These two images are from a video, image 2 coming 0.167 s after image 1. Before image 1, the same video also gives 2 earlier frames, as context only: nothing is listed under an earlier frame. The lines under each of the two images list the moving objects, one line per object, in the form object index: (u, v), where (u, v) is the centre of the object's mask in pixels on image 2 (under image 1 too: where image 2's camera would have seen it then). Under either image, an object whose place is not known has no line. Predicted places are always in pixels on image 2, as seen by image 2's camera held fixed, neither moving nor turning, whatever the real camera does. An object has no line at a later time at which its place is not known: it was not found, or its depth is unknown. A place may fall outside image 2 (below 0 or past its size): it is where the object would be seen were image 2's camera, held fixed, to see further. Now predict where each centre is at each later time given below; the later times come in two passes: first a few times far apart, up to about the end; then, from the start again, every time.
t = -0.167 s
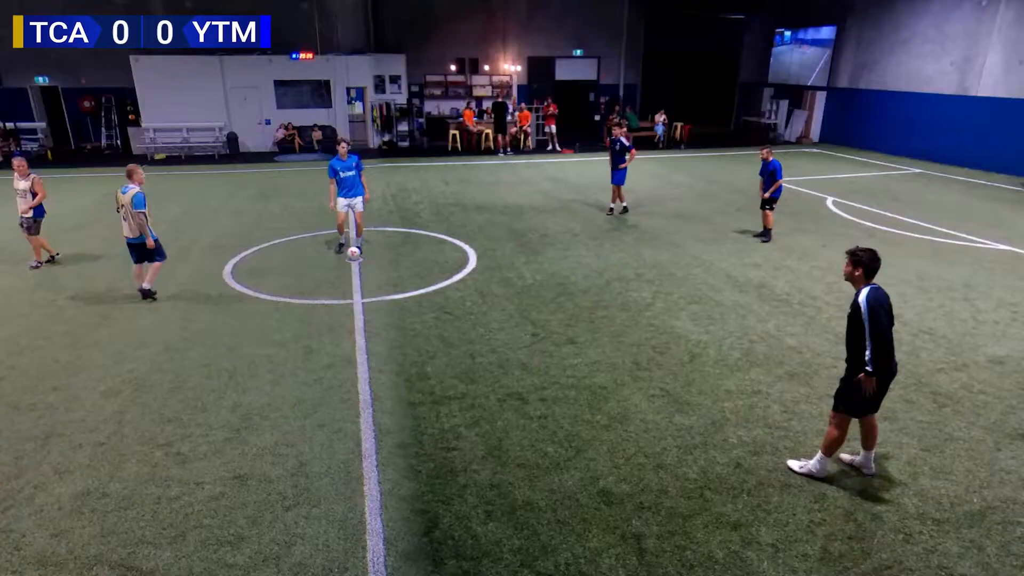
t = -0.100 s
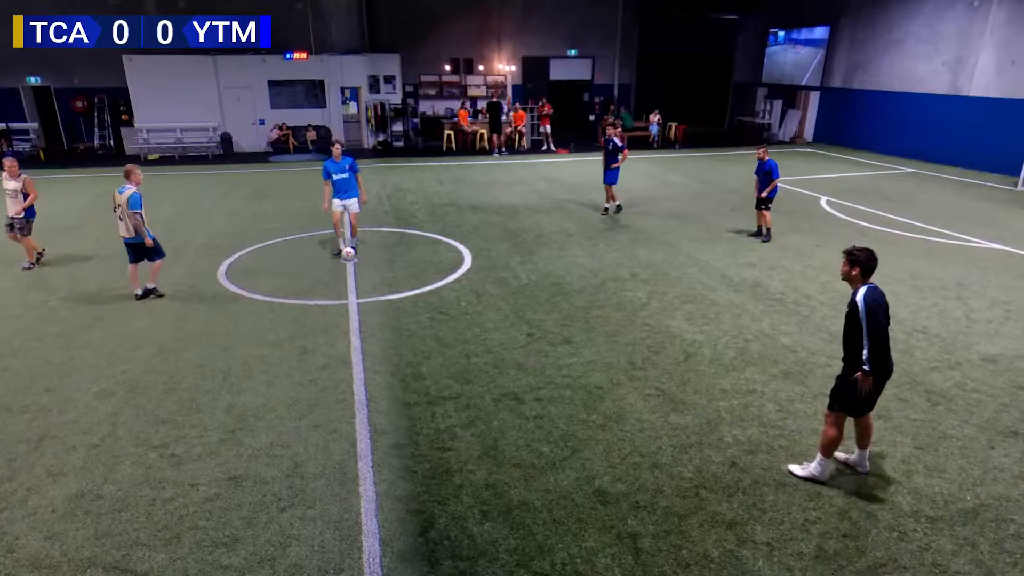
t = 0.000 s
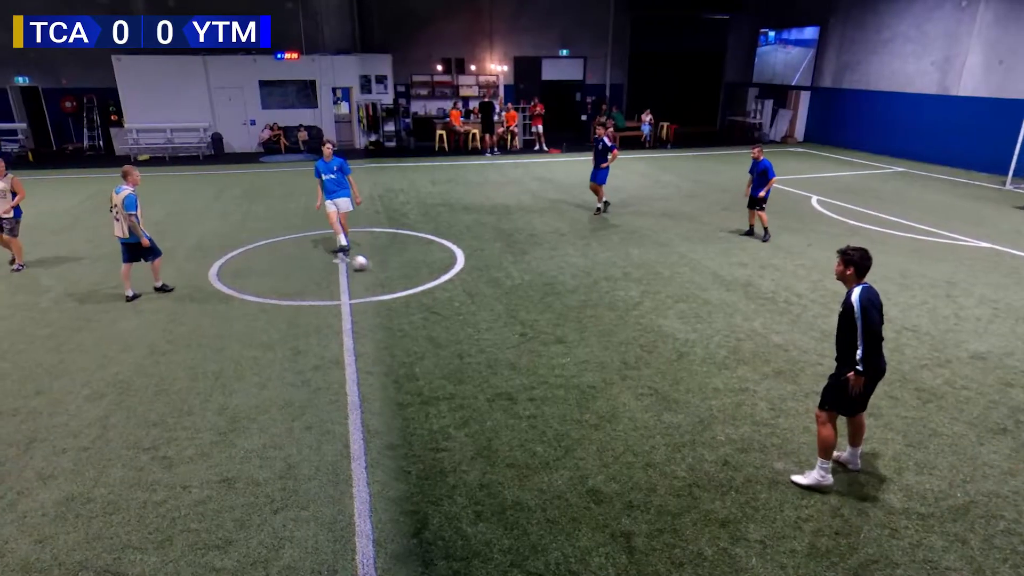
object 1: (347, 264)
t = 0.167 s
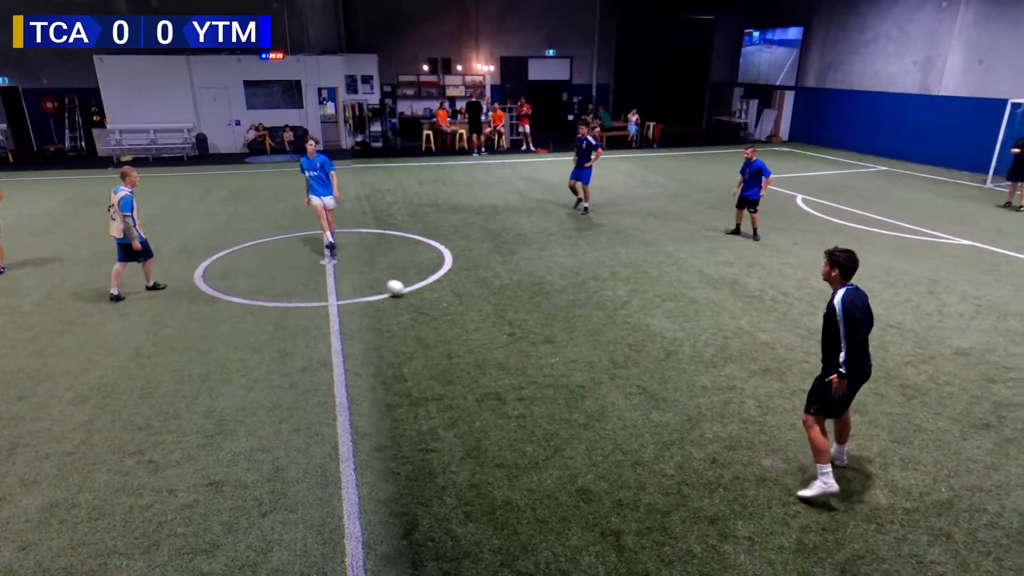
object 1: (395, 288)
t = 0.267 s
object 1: (422, 302)
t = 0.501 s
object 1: (482, 331)
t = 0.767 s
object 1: (563, 369)
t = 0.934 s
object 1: (625, 398)
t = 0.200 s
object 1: (403, 292)
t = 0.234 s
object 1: (413, 297)
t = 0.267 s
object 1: (422, 302)
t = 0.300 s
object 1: (430, 306)
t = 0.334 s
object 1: (439, 309)
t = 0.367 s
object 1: (447, 313)
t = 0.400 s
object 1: (456, 318)
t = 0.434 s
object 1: (465, 322)
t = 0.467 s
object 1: (474, 326)
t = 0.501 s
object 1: (482, 331)
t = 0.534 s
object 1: (492, 335)
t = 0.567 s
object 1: (501, 339)
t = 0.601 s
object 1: (511, 344)
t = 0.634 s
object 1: (520, 349)
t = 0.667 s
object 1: (531, 354)
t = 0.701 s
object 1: (542, 359)
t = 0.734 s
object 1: (553, 364)
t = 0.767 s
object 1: (563, 369)
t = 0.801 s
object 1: (575, 375)
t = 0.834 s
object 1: (587, 380)
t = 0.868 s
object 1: (599, 385)
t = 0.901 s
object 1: (612, 392)
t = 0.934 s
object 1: (625, 398)
